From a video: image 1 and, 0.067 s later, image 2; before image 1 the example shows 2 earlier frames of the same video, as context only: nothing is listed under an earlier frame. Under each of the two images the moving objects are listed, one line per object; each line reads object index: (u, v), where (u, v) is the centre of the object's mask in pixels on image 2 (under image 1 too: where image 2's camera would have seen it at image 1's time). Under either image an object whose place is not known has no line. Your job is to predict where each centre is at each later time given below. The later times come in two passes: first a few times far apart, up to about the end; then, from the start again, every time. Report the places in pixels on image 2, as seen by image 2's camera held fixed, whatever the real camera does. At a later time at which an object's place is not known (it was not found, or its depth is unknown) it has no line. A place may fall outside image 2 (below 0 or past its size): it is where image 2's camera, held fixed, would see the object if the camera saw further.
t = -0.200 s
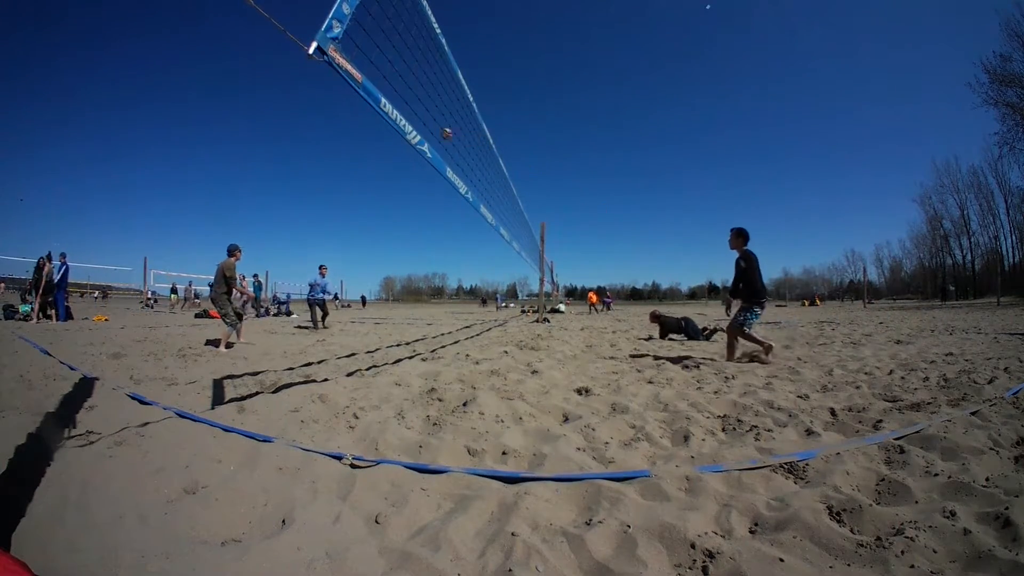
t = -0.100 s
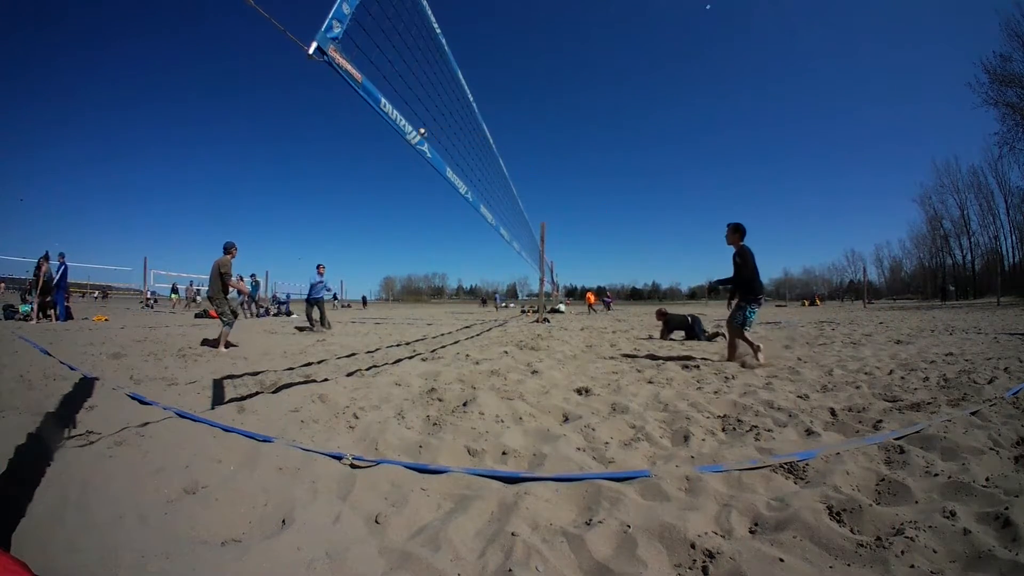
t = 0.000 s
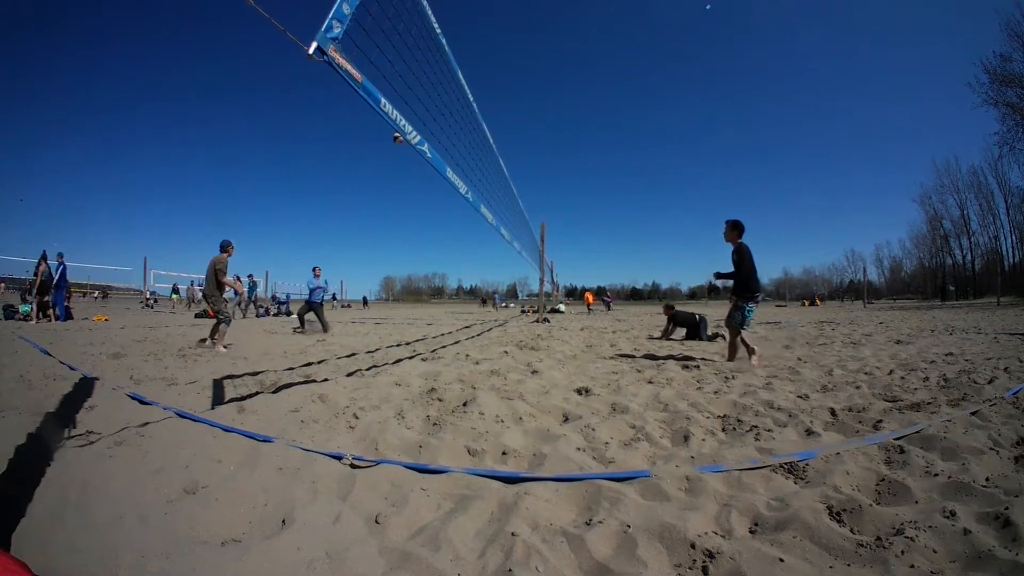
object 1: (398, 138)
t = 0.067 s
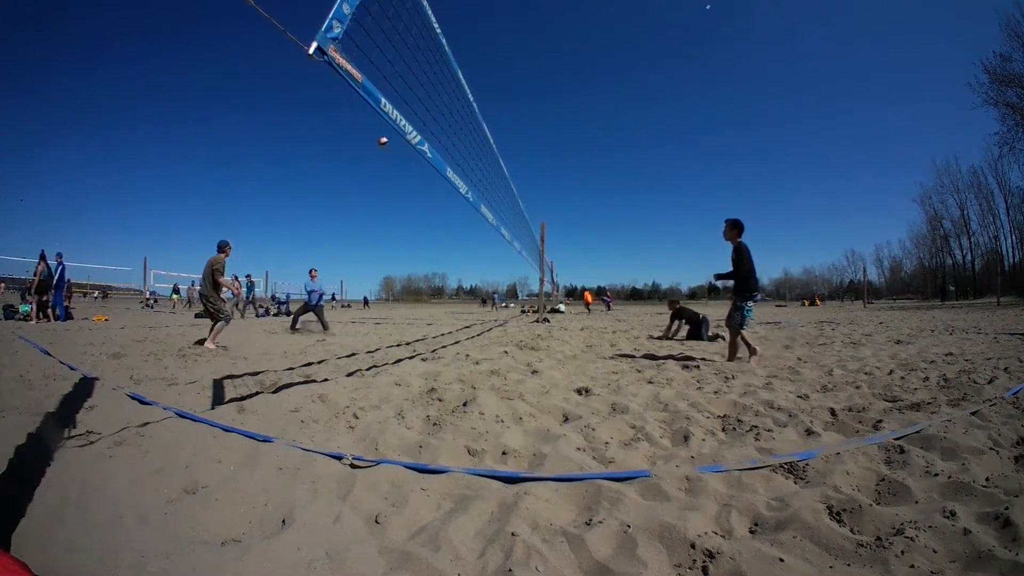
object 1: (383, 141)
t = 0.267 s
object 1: (338, 165)
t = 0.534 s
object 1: (282, 219)
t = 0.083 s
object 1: (379, 143)
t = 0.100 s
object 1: (375, 144)
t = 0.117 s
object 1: (372, 146)
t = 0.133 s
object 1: (368, 148)
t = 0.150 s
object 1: (363, 150)
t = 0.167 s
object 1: (360, 151)
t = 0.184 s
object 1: (356, 154)
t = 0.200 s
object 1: (352, 156)
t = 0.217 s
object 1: (349, 158)
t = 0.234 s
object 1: (345, 160)
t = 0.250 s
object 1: (342, 163)
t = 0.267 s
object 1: (338, 165)
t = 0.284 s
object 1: (334, 168)
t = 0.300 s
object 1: (330, 171)
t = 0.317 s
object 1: (327, 173)
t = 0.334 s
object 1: (323, 177)
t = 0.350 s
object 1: (320, 180)
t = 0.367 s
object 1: (316, 182)
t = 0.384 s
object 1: (313, 186)
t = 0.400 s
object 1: (309, 189)
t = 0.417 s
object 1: (306, 193)
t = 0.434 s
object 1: (302, 196)
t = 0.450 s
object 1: (299, 200)
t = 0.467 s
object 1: (295, 203)
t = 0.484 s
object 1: (292, 208)
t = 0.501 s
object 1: (288, 212)
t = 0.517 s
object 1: (285, 215)
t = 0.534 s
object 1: (282, 219)
